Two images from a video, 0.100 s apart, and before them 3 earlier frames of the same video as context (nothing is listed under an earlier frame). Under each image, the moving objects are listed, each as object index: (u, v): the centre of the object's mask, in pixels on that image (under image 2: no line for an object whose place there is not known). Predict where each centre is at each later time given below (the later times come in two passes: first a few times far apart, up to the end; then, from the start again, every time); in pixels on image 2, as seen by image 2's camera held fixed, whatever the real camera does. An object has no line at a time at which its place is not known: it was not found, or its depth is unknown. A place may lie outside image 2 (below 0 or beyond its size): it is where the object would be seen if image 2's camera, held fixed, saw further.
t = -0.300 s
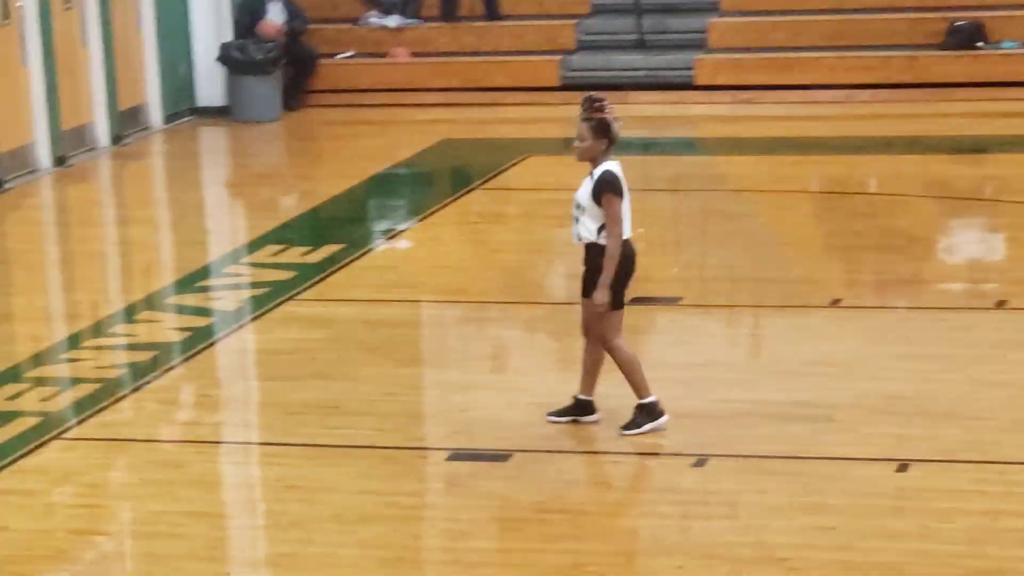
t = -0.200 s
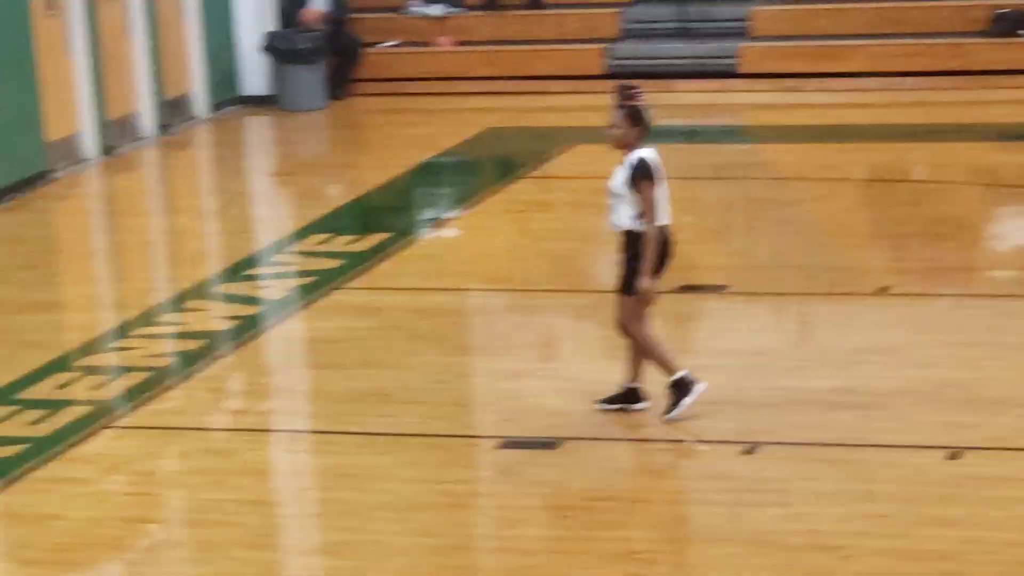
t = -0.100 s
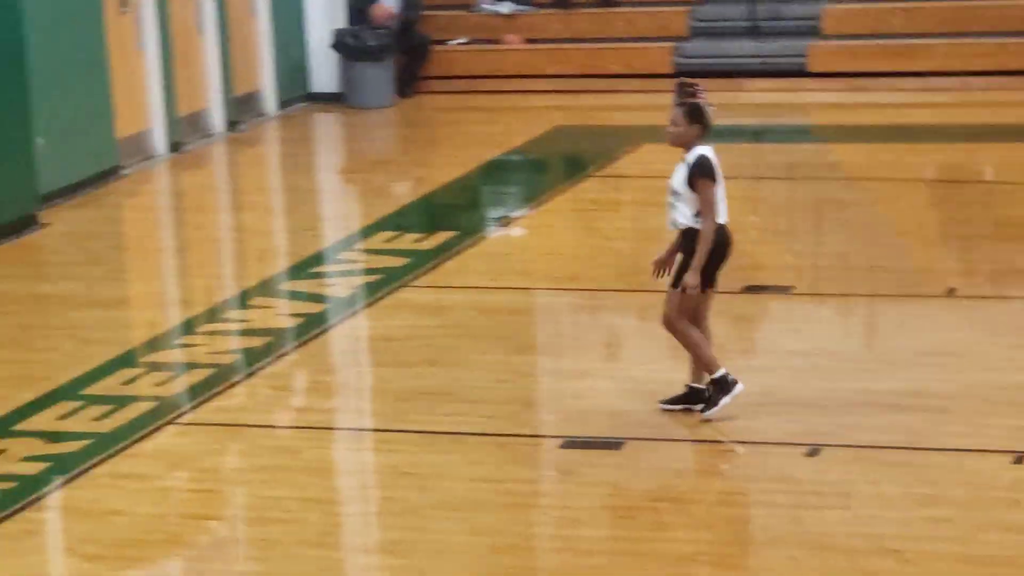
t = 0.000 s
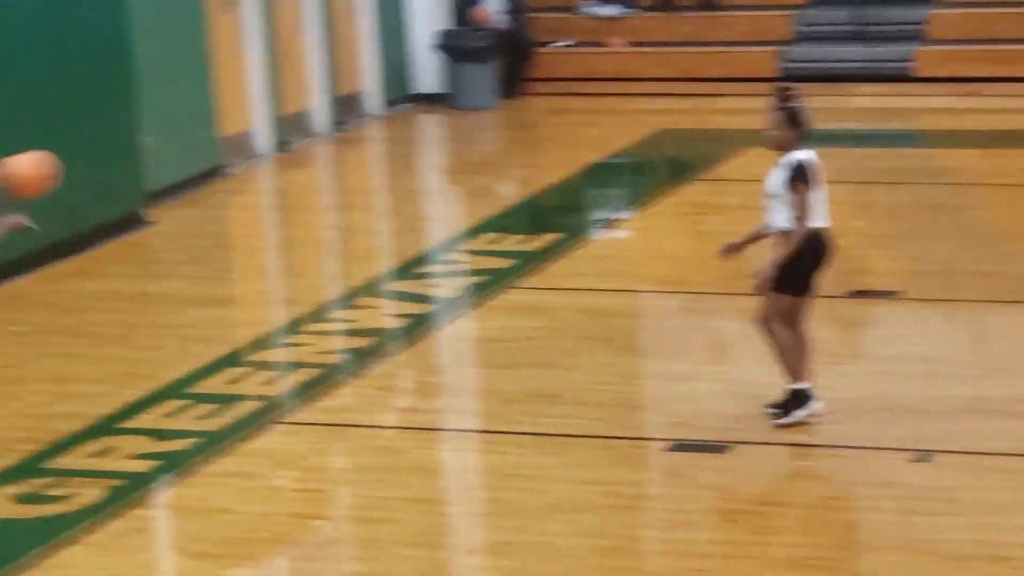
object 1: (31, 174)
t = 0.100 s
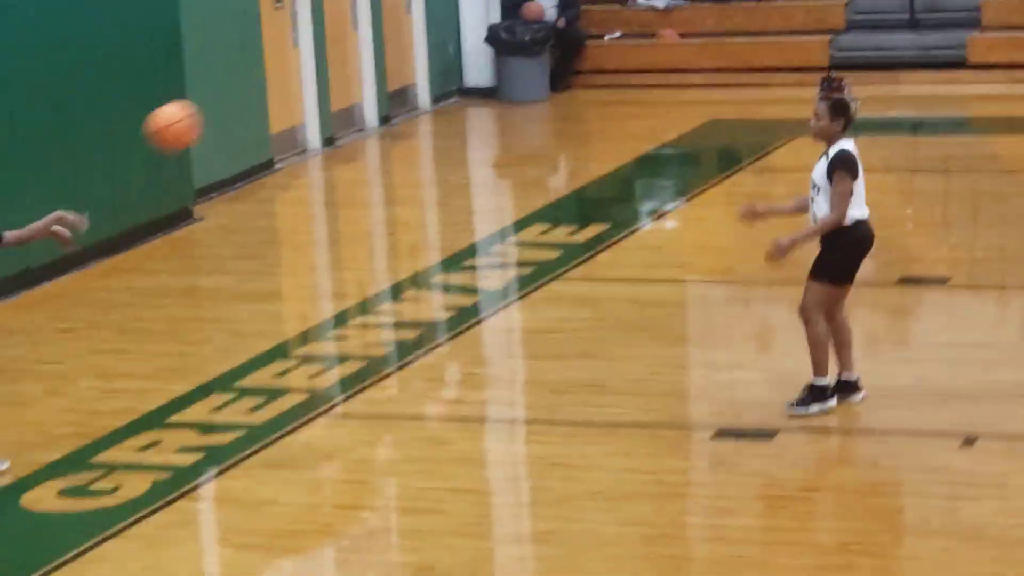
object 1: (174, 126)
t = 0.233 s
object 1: (303, 93)
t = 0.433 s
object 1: (502, 109)
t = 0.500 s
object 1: (567, 130)
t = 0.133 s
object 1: (206, 115)
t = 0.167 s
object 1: (239, 105)
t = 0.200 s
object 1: (271, 98)
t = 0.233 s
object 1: (303, 93)
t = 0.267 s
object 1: (338, 91)
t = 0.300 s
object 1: (372, 90)
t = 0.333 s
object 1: (401, 93)
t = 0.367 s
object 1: (437, 96)
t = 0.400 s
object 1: (468, 101)
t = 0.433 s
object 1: (502, 109)
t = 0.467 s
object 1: (535, 118)
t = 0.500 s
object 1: (567, 130)
